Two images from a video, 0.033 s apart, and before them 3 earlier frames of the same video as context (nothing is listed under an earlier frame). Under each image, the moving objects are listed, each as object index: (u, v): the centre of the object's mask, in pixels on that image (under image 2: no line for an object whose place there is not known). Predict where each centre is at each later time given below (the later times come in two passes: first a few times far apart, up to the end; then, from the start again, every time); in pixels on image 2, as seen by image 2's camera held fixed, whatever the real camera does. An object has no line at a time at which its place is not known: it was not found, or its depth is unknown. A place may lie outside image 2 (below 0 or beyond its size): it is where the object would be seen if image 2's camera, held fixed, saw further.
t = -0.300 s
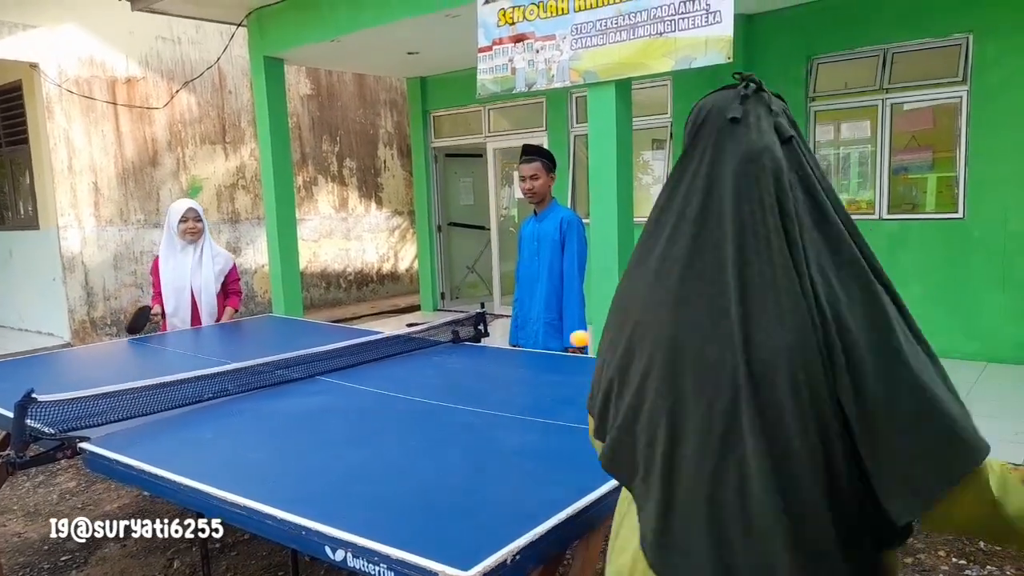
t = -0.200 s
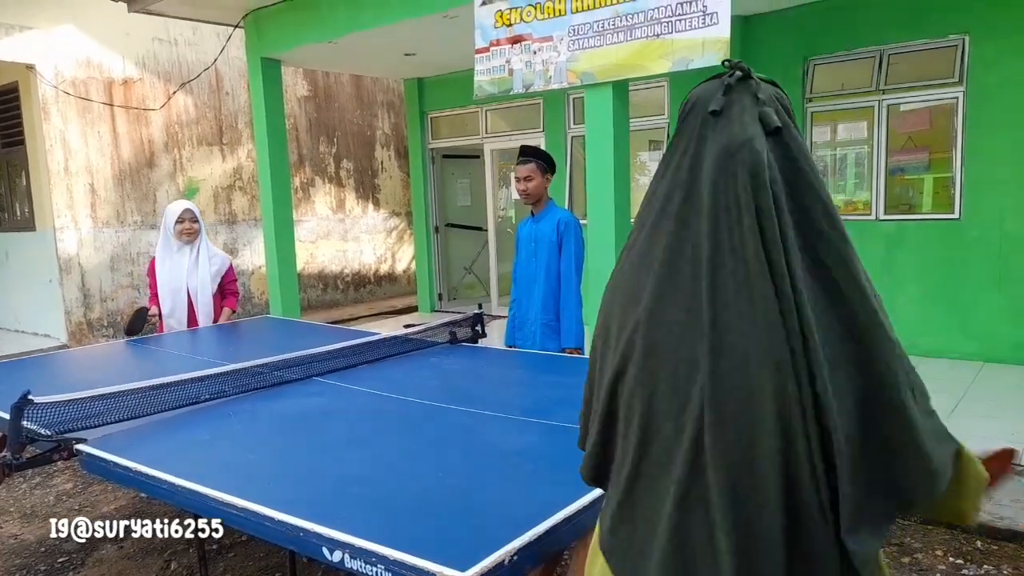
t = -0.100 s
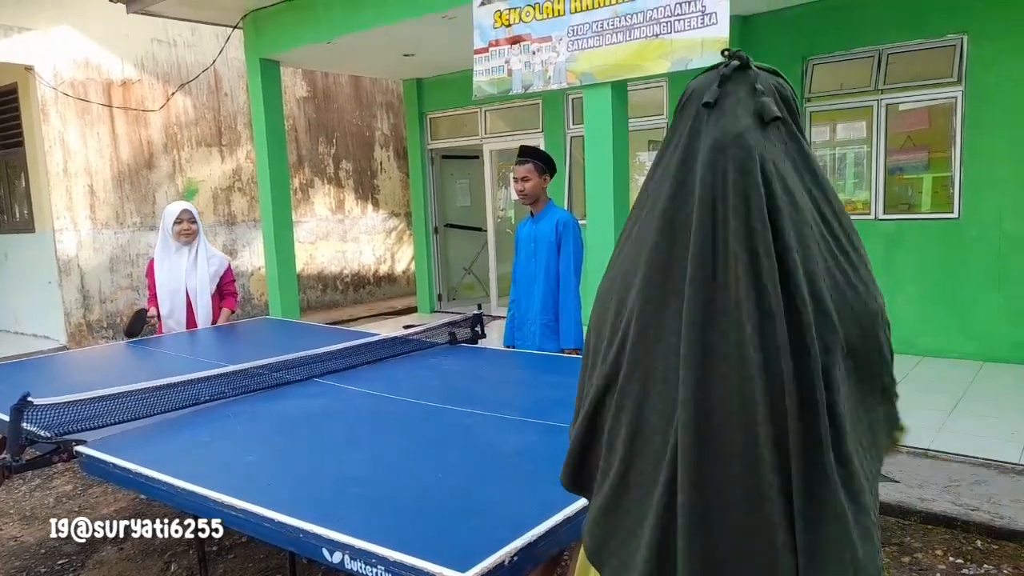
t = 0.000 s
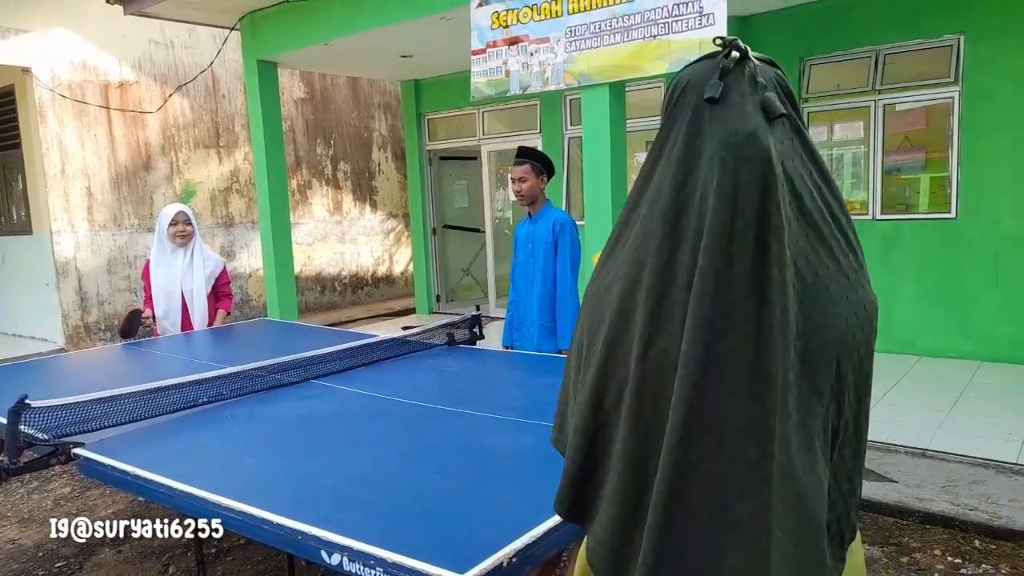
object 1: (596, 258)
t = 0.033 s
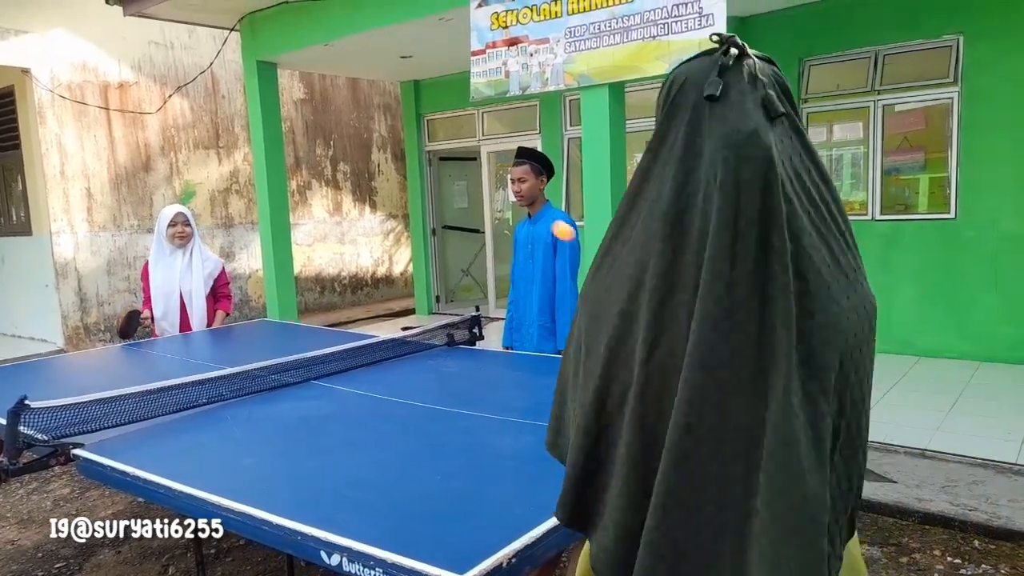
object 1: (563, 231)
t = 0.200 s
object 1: (403, 146)
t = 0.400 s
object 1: (287, 178)
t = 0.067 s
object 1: (525, 204)
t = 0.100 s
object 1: (490, 182)
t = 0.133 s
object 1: (458, 165)
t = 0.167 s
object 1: (429, 154)
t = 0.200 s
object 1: (403, 146)
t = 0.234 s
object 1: (378, 143)
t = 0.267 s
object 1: (356, 143)
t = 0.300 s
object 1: (336, 147)
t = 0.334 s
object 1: (318, 155)
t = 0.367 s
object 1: (302, 165)
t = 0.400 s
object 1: (287, 178)
